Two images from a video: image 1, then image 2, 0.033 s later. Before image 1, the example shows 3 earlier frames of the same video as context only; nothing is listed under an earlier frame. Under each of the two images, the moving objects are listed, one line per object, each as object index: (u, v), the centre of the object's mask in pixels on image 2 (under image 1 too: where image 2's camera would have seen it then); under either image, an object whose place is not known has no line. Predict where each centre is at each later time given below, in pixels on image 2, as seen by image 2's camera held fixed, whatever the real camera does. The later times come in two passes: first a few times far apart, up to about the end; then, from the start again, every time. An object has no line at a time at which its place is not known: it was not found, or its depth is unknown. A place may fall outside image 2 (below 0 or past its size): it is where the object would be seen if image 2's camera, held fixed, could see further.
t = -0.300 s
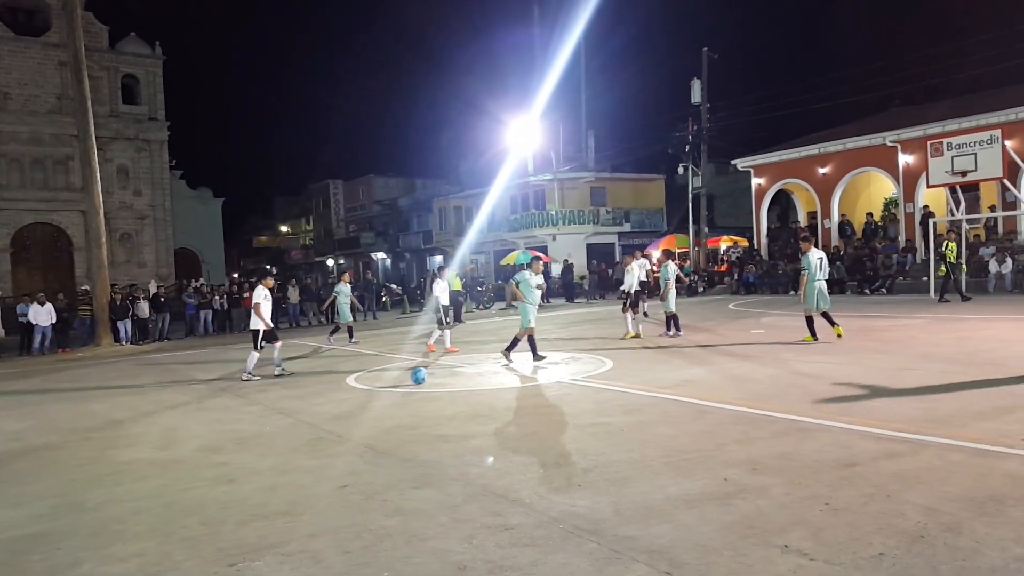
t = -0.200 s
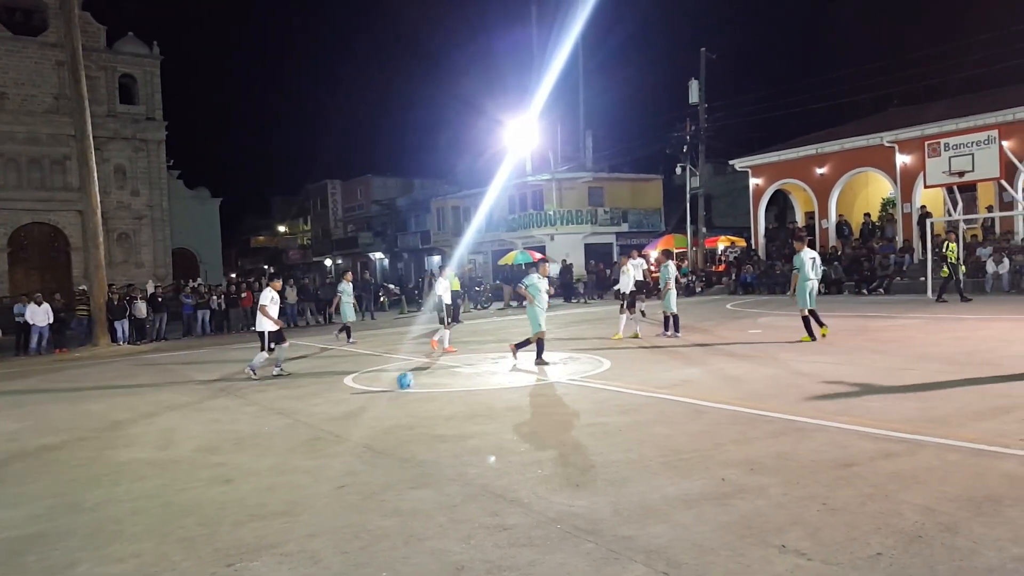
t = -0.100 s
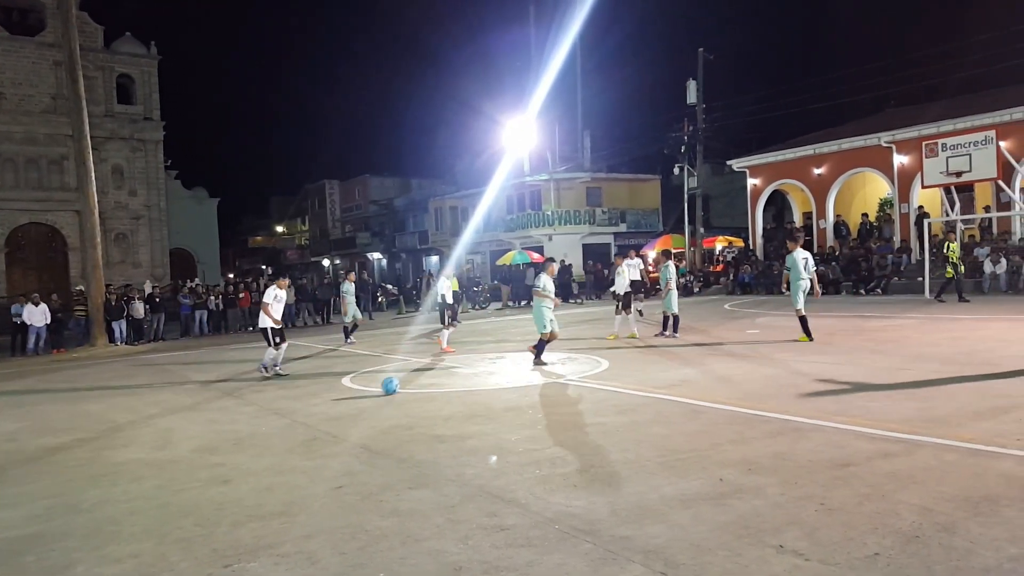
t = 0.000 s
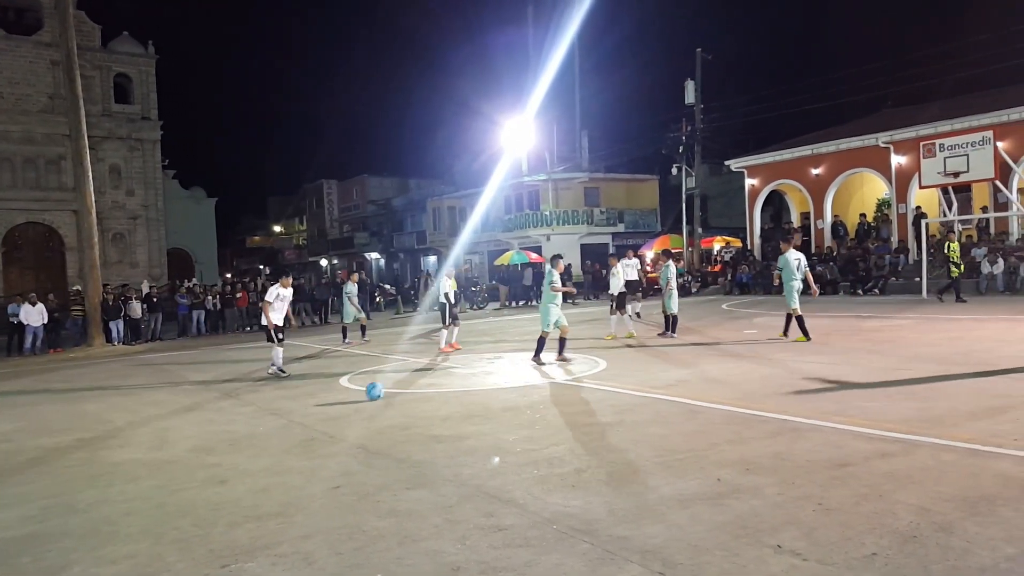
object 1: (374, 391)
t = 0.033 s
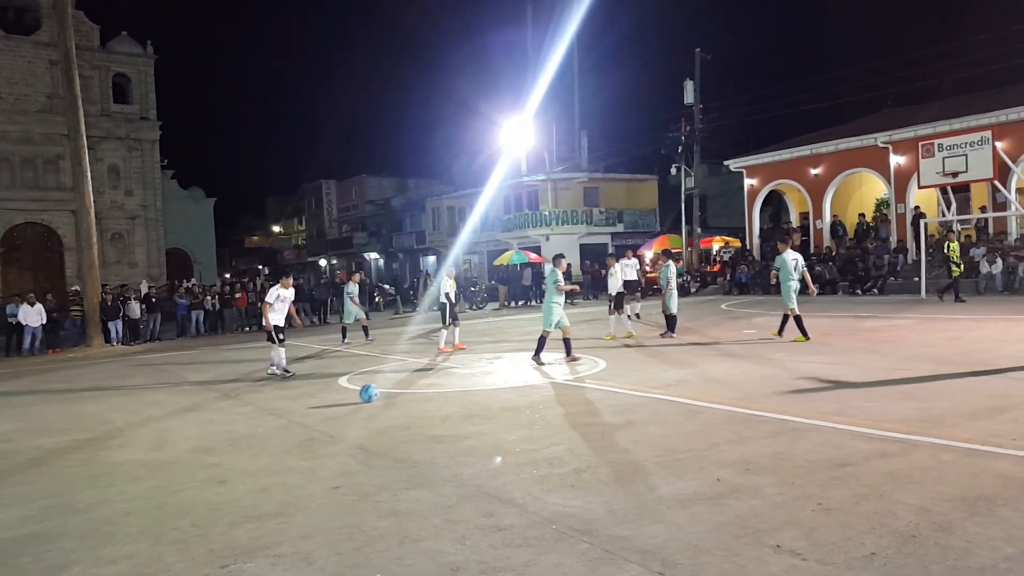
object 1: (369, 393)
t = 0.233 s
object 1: (340, 404)
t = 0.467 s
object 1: (297, 421)
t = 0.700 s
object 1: (243, 440)
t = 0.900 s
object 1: (188, 458)
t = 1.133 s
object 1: (109, 486)
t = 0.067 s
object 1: (364, 395)
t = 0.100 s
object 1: (359, 397)
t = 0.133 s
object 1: (354, 399)
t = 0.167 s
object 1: (349, 401)
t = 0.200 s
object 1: (345, 401)
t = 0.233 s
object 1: (340, 404)
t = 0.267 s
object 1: (335, 406)
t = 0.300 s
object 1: (329, 409)
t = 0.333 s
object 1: (323, 411)
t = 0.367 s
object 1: (317, 413)
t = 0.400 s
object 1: (311, 415)
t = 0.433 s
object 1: (304, 418)
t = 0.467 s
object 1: (297, 421)
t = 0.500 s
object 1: (290, 423)
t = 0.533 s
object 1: (283, 426)
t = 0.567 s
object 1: (275, 429)
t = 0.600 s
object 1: (268, 431)
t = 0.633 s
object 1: (260, 434)
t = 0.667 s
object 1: (252, 437)
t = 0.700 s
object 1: (243, 440)
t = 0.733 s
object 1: (234, 443)
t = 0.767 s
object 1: (226, 446)
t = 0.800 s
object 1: (217, 449)
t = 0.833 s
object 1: (208, 451)
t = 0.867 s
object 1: (198, 455)
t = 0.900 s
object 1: (188, 458)
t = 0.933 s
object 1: (178, 462)
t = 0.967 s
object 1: (167, 466)
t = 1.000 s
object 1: (157, 469)
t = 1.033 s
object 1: (146, 473)
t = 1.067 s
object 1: (134, 477)
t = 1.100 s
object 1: (122, 481)
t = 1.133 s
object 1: (109, 486)
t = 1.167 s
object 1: (99, 490)
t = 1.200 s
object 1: (95, 493)
